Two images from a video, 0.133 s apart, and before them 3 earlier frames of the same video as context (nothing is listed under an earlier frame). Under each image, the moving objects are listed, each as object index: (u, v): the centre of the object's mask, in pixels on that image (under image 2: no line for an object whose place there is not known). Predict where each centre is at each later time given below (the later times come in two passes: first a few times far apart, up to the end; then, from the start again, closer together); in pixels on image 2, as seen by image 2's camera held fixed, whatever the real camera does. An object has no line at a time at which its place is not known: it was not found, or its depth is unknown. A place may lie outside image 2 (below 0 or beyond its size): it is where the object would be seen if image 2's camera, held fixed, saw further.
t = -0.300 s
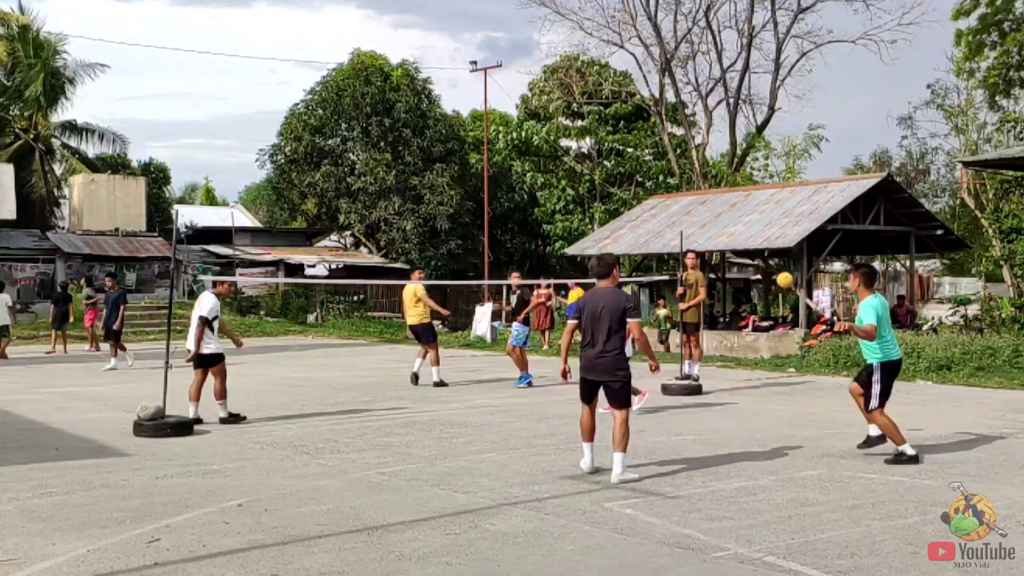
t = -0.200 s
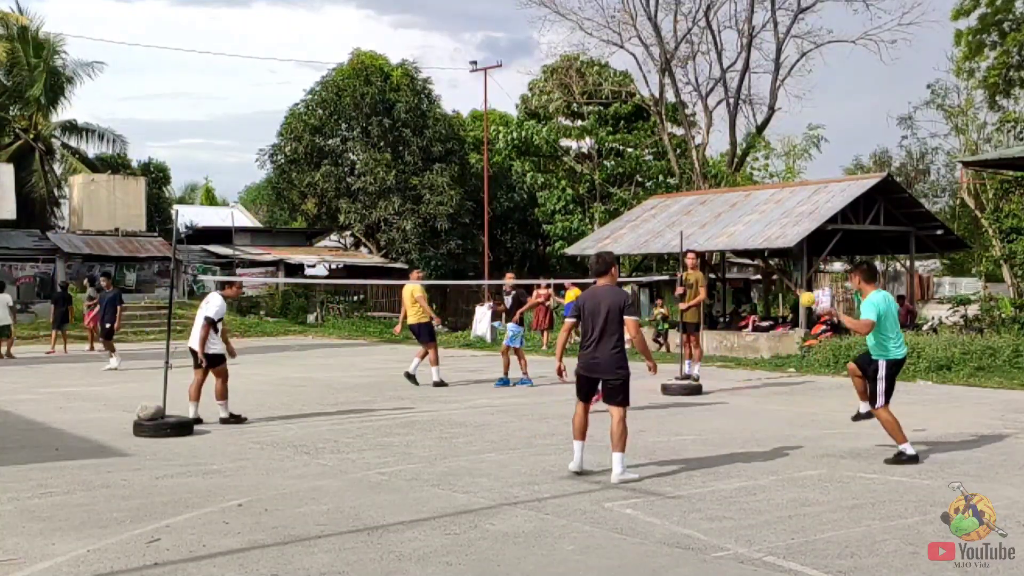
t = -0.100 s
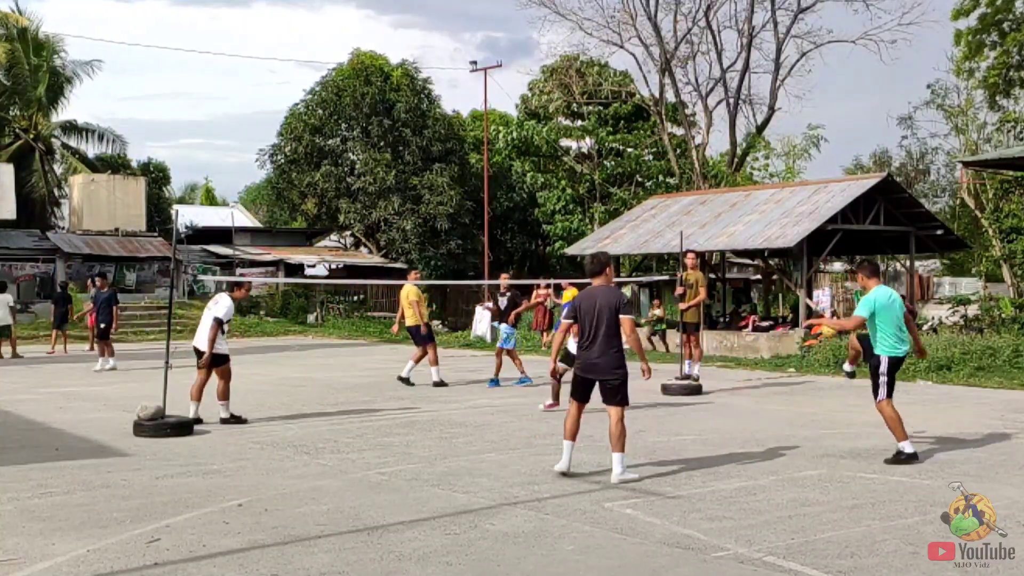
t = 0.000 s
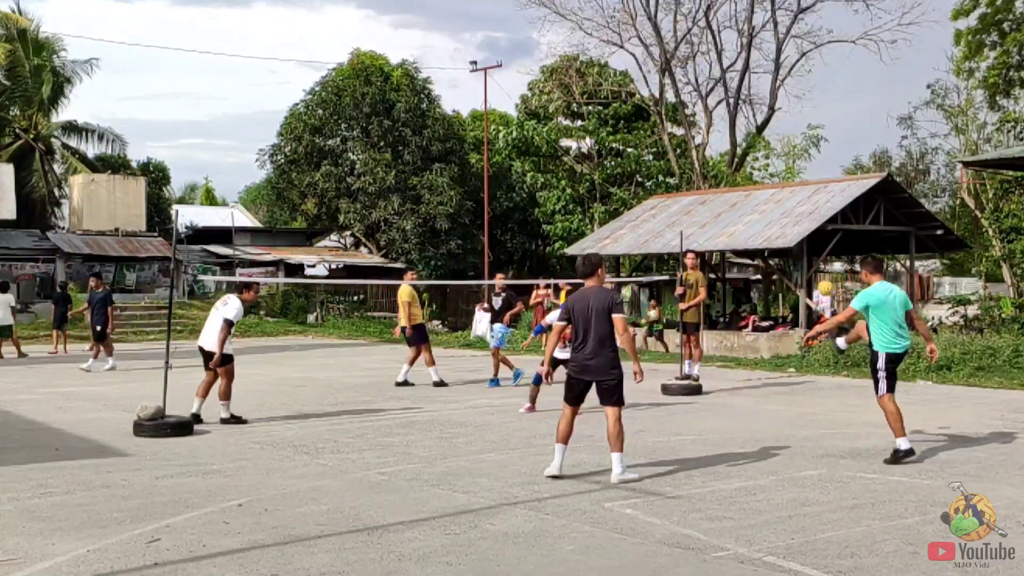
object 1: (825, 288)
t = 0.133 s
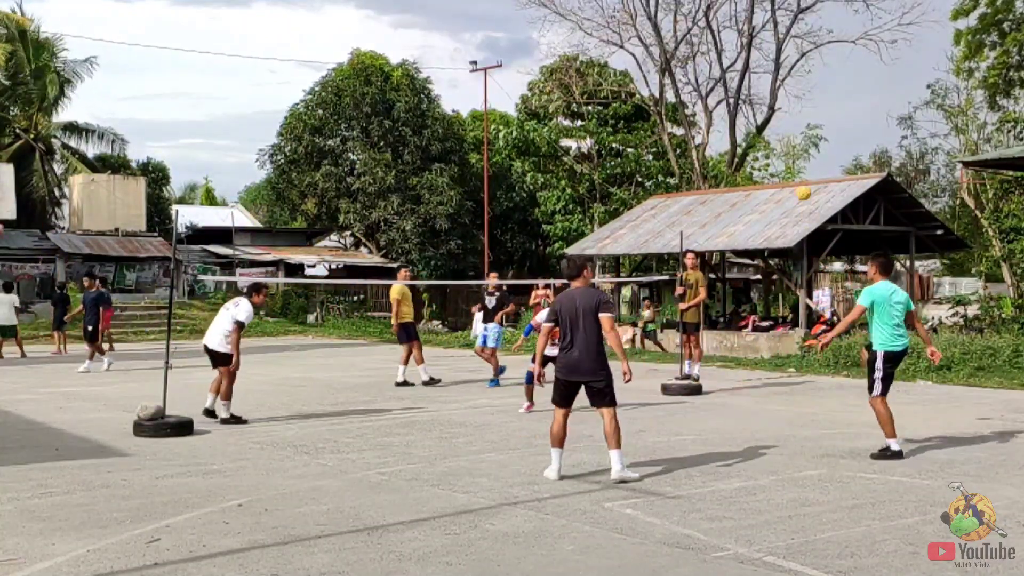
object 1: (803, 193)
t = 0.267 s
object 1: (781, 117)
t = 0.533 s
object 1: (734, 24)
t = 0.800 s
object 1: (684, 10)
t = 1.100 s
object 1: (624, 99)
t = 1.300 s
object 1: (582, 218)
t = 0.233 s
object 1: (786, 134)
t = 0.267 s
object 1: (781, 117)
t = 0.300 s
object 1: (775, 101)
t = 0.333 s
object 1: (770, 86)
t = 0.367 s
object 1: (763, 73)
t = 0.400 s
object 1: (757, 60)
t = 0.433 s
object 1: (751, 49)
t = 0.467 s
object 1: (745, 39)
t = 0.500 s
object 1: (740, 31)
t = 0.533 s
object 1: (734, 24)
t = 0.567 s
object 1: (728, 17)
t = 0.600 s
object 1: (721, 12)
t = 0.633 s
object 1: (715, 8)
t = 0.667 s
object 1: (709, 7)
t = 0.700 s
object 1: (703, 6)
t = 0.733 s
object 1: (697, 7)
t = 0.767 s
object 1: (691, 8)
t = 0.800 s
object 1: (684, 10)
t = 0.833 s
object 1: (679, 14)
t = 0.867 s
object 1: (671, 20)
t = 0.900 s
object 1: (664, 28)
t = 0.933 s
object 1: (658, 36)
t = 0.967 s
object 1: (651, 46)
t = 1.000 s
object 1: (644, 57)
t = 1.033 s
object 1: (638, 70)
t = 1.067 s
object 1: (631, 84)
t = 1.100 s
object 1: (624, 99)
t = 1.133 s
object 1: (617, 116)
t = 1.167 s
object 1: (610, 133)
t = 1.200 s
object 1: (604, 153)
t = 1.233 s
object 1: (597, 173)
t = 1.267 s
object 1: (589, 195)
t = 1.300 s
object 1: (582, 218)
